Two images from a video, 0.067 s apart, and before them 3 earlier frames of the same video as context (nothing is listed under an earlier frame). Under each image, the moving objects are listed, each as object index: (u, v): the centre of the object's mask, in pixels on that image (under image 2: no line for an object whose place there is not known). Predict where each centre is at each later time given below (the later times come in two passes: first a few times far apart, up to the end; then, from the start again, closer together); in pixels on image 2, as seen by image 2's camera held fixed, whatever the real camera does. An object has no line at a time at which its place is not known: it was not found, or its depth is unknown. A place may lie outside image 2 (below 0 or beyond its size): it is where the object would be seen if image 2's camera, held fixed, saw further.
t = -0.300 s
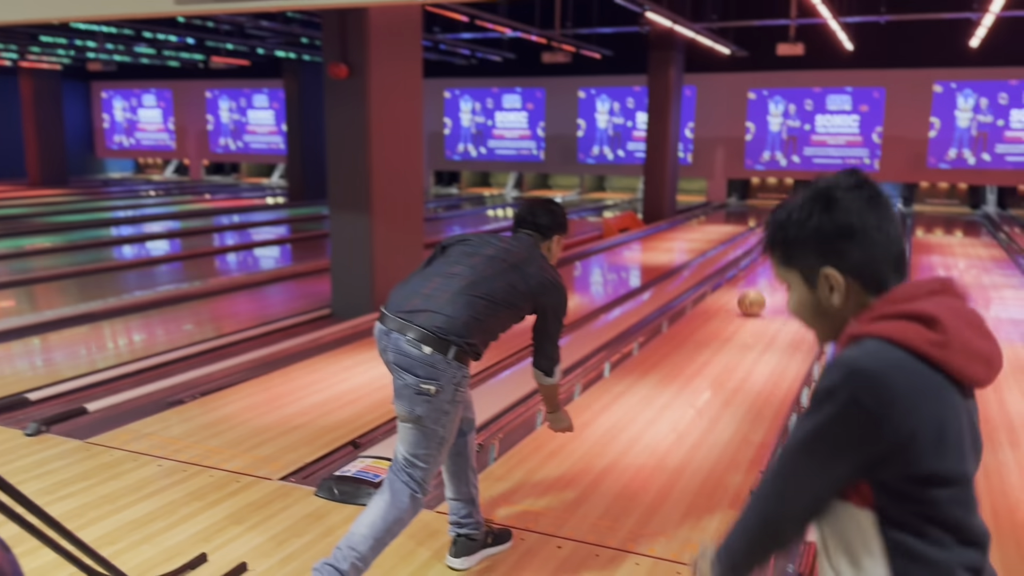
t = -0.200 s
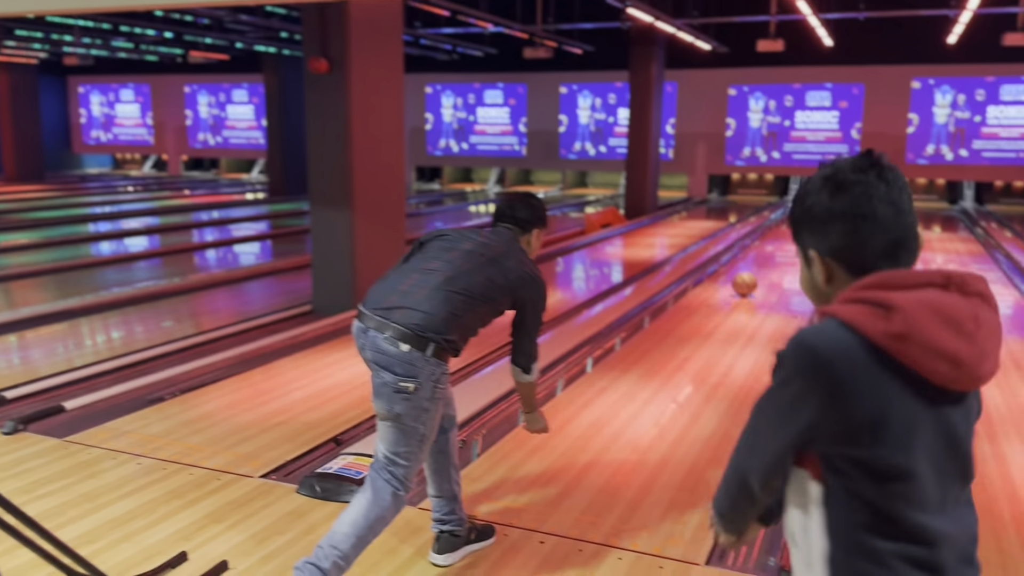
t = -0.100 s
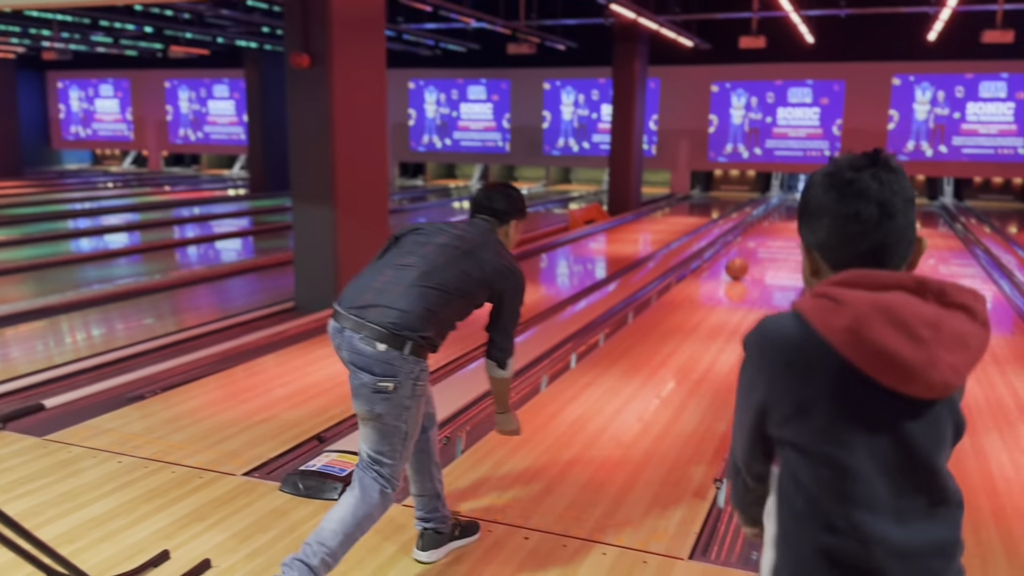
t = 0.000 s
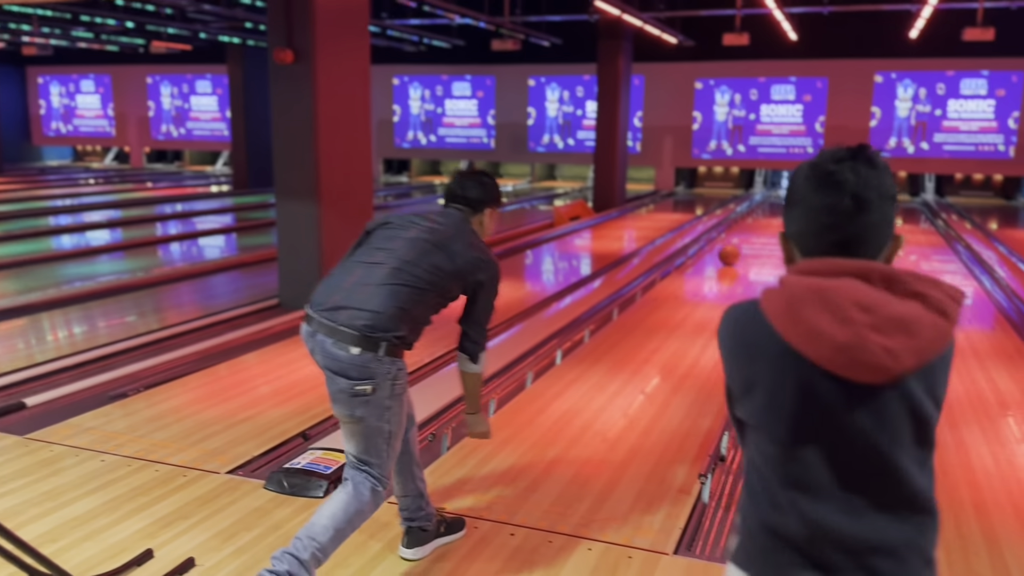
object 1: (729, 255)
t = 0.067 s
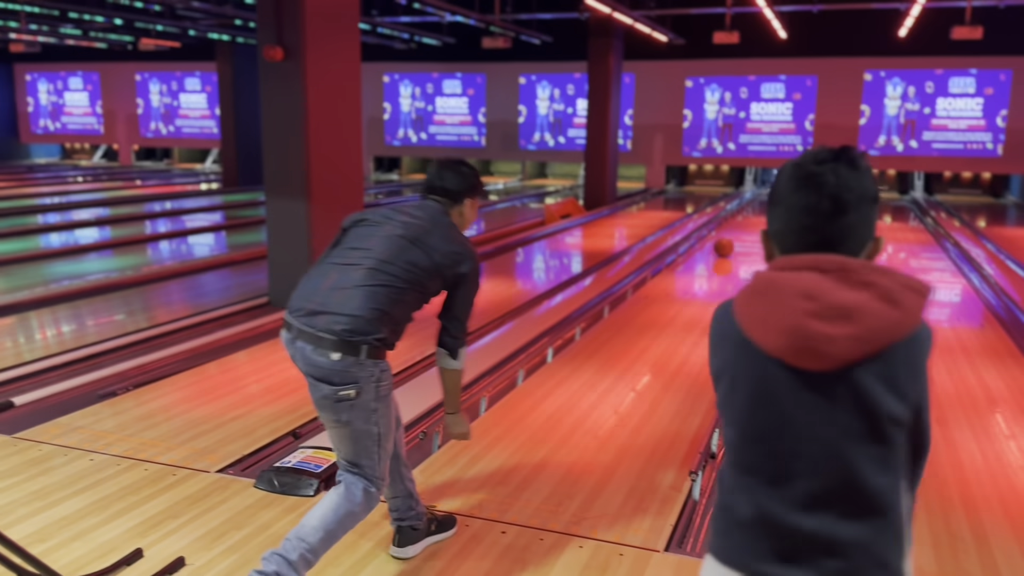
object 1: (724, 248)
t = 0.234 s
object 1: (733, 236)
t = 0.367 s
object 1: (740, 223)
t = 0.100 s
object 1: (726, 245)
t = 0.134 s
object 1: (728, 243)
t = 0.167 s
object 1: (730, 240)
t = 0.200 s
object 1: (732, 238)
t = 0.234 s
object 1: (733, 236)
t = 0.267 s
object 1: (736, 231)
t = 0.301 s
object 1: (734, 229)
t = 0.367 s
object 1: (740, 223)
